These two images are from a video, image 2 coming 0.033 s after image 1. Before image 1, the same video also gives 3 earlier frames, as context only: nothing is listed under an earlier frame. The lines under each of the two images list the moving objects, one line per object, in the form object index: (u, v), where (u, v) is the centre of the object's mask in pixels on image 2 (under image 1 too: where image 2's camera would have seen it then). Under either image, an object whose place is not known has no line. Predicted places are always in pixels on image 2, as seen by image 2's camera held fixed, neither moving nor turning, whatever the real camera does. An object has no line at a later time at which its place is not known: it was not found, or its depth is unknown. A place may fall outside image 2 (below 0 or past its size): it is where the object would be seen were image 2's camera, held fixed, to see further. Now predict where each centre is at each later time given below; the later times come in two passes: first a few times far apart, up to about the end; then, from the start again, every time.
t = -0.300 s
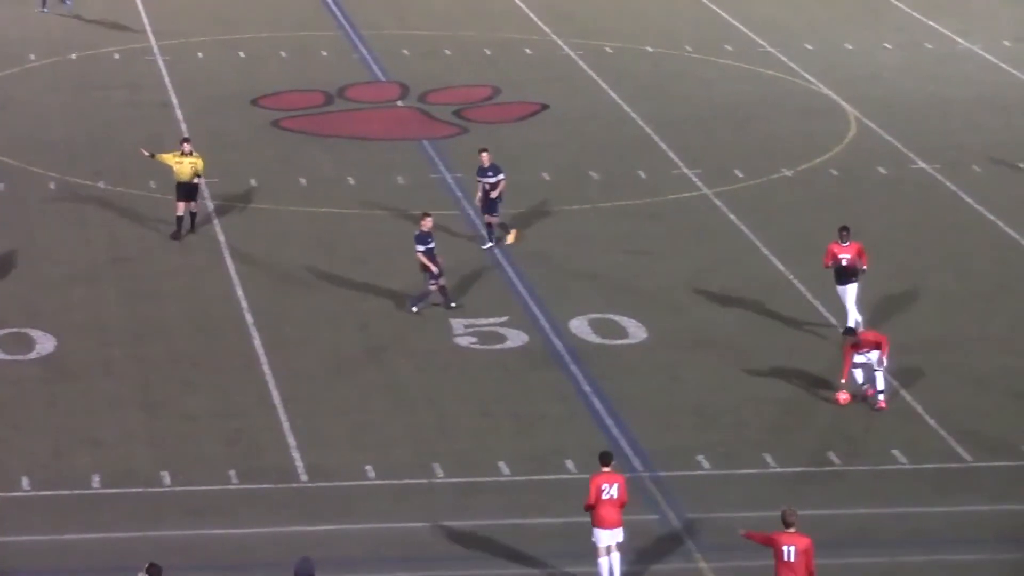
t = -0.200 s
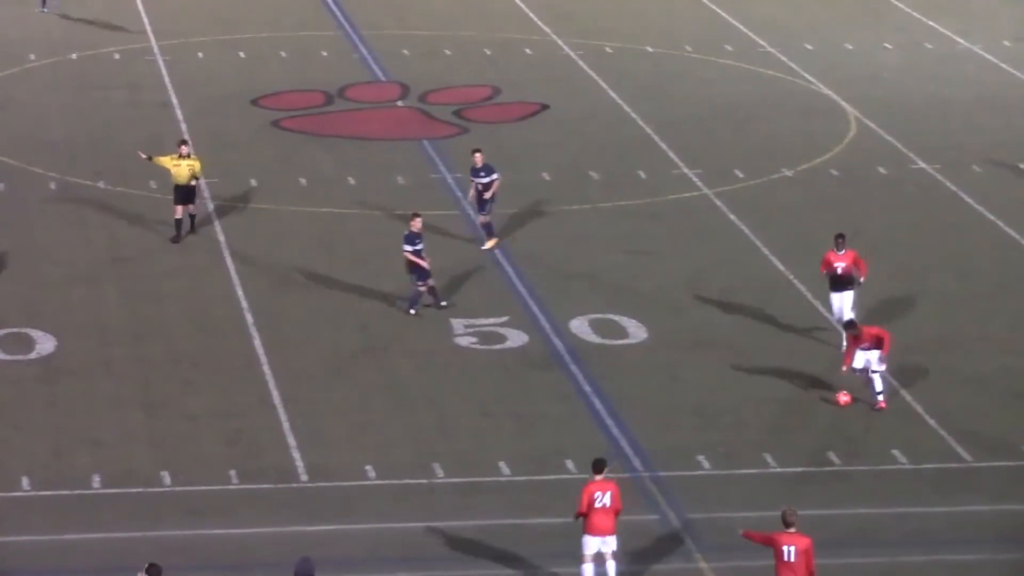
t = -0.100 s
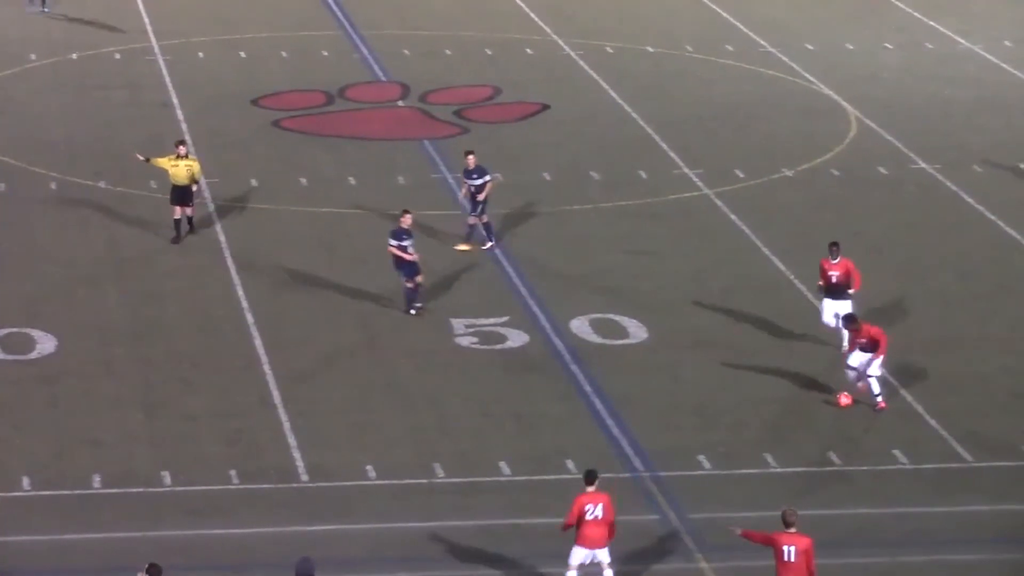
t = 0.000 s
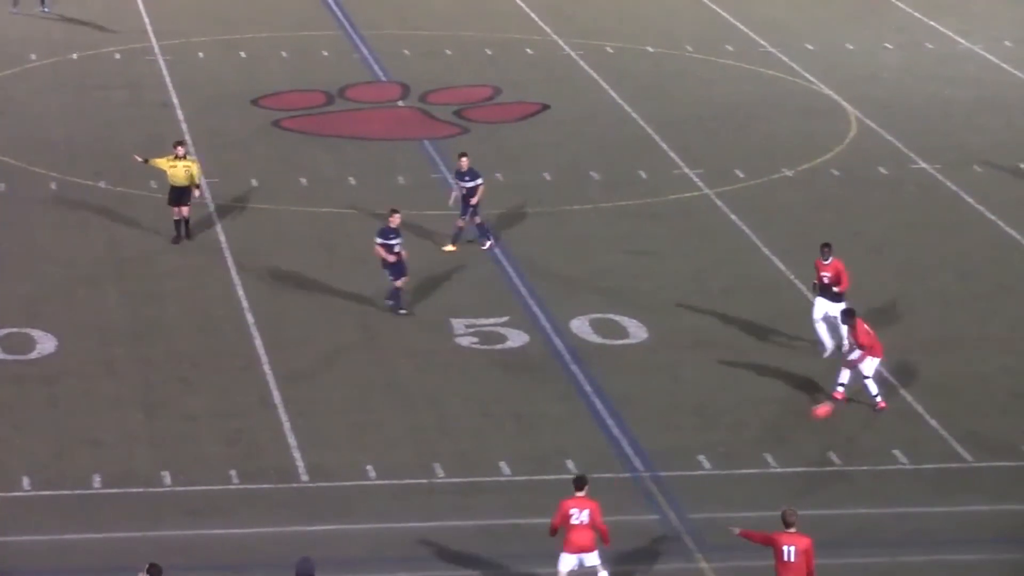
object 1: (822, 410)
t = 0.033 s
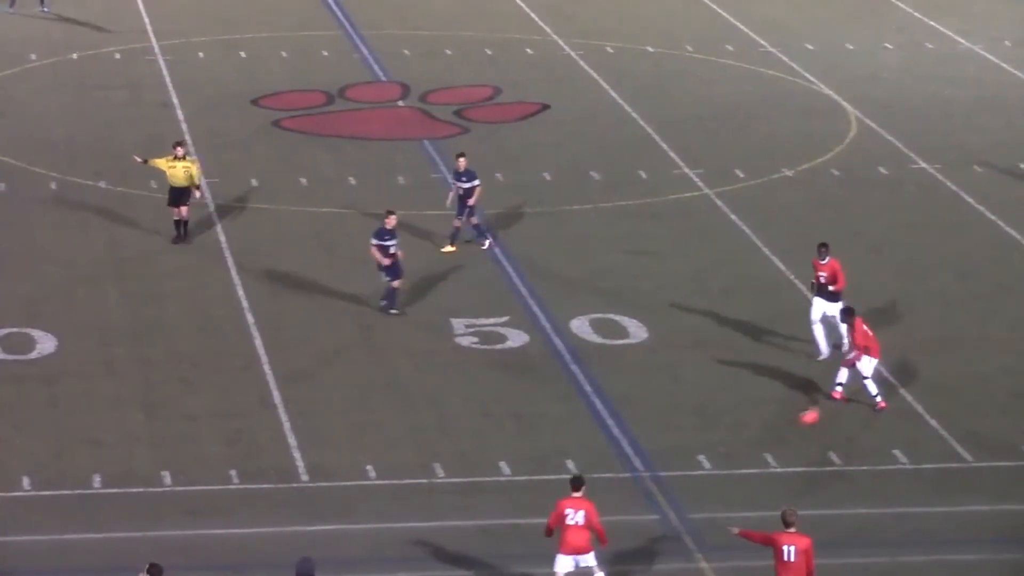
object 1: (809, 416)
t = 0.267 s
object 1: (717, 463)
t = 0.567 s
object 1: (610, 518)
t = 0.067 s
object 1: (795, 424)
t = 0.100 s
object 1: (782, 430)
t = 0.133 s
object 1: (768, 436)
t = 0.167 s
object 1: (756, 443)
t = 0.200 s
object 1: (742, 451)
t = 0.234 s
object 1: (730, 456)
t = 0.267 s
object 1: (717, 463)
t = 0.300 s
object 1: (704, 469)
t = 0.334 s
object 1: (691, 476)
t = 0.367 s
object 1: (679, 482)
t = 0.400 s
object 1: (667, 488)
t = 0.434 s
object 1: (655, 495)
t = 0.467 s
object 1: (643, 501)
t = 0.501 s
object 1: (633, 506)
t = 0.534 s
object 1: (621, 512)
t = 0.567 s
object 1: (610, 518)
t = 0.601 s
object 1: (598, 524)
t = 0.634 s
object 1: (587, 530)
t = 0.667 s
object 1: (576, 536)
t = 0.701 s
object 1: (565, 541)
